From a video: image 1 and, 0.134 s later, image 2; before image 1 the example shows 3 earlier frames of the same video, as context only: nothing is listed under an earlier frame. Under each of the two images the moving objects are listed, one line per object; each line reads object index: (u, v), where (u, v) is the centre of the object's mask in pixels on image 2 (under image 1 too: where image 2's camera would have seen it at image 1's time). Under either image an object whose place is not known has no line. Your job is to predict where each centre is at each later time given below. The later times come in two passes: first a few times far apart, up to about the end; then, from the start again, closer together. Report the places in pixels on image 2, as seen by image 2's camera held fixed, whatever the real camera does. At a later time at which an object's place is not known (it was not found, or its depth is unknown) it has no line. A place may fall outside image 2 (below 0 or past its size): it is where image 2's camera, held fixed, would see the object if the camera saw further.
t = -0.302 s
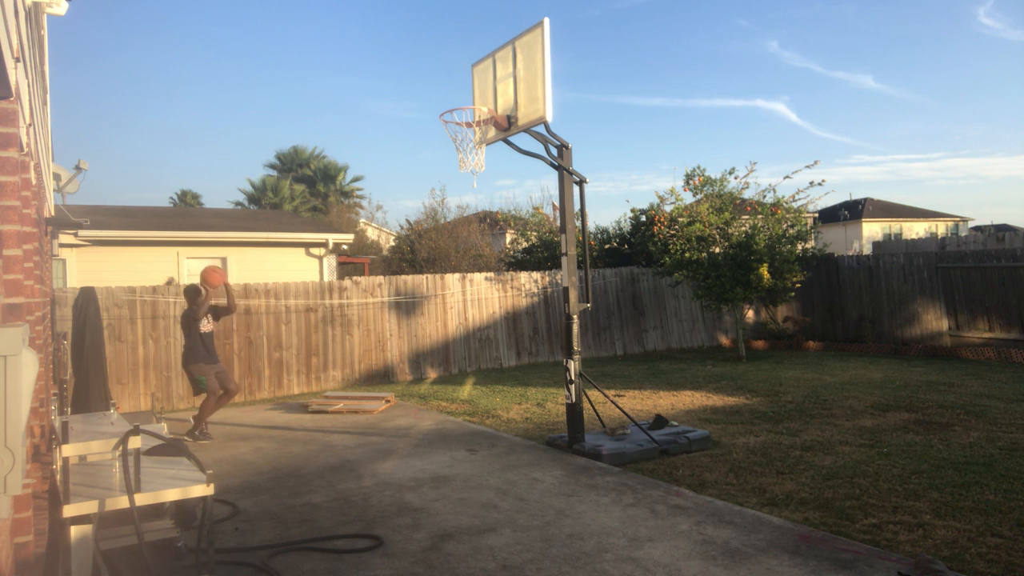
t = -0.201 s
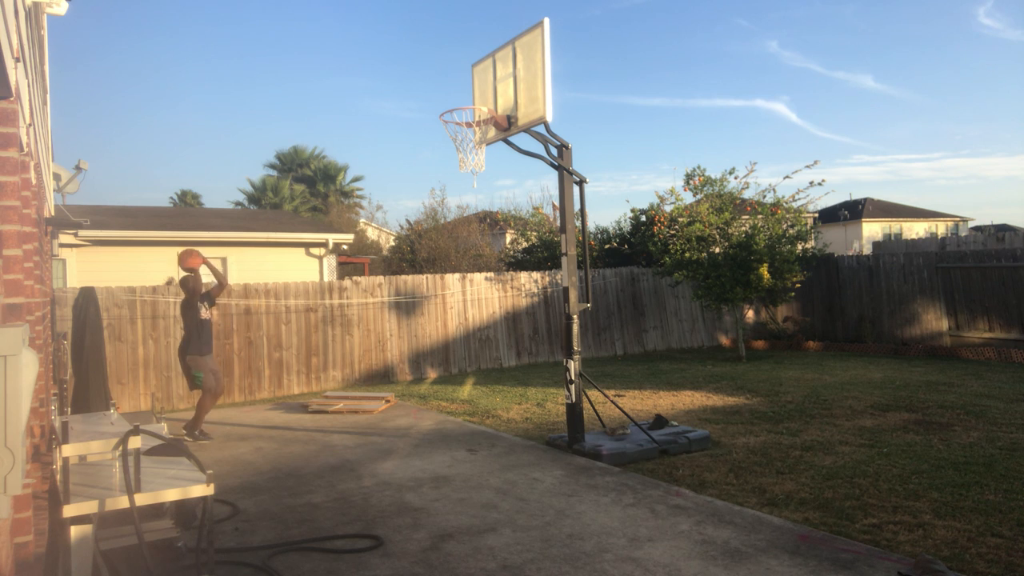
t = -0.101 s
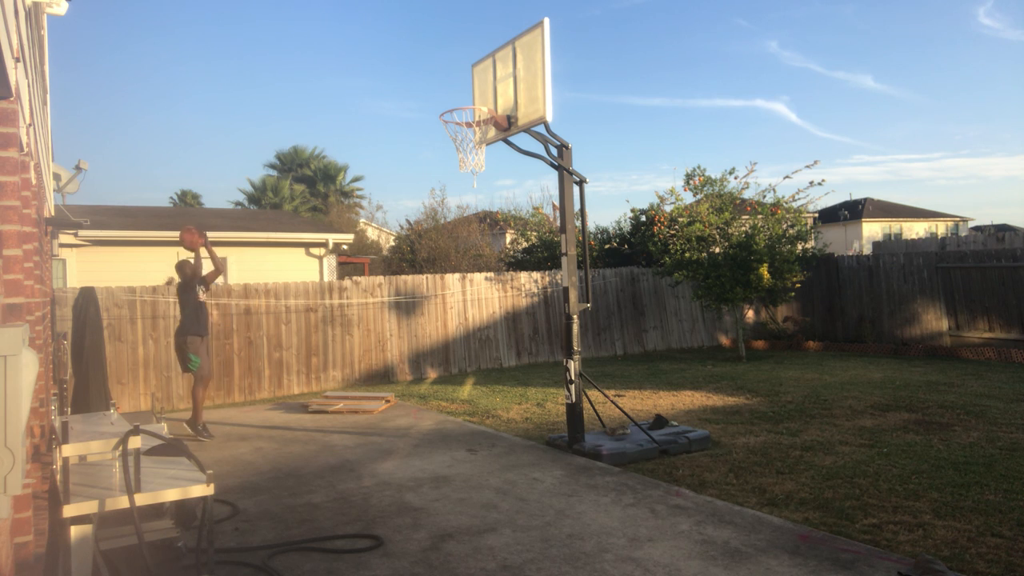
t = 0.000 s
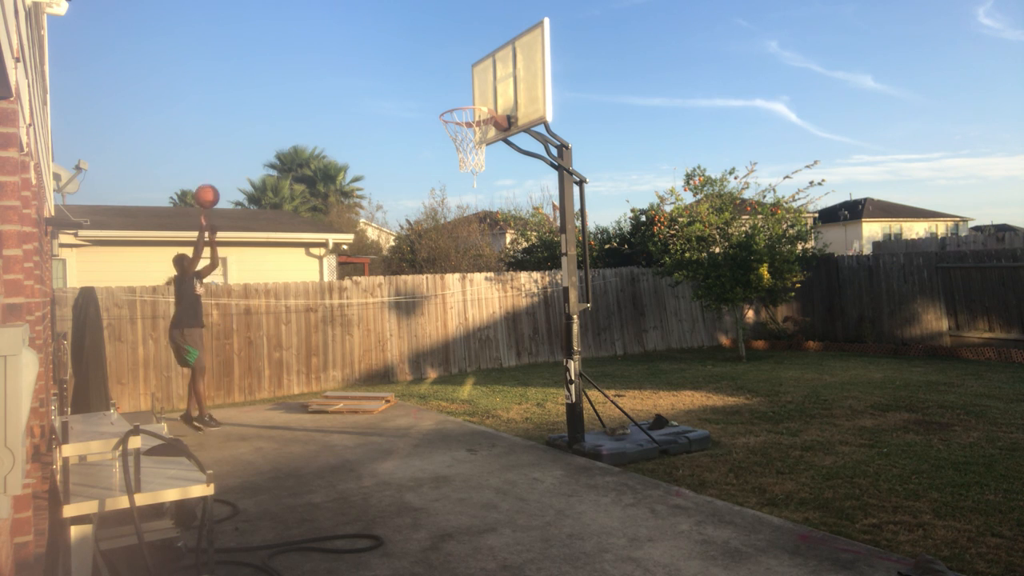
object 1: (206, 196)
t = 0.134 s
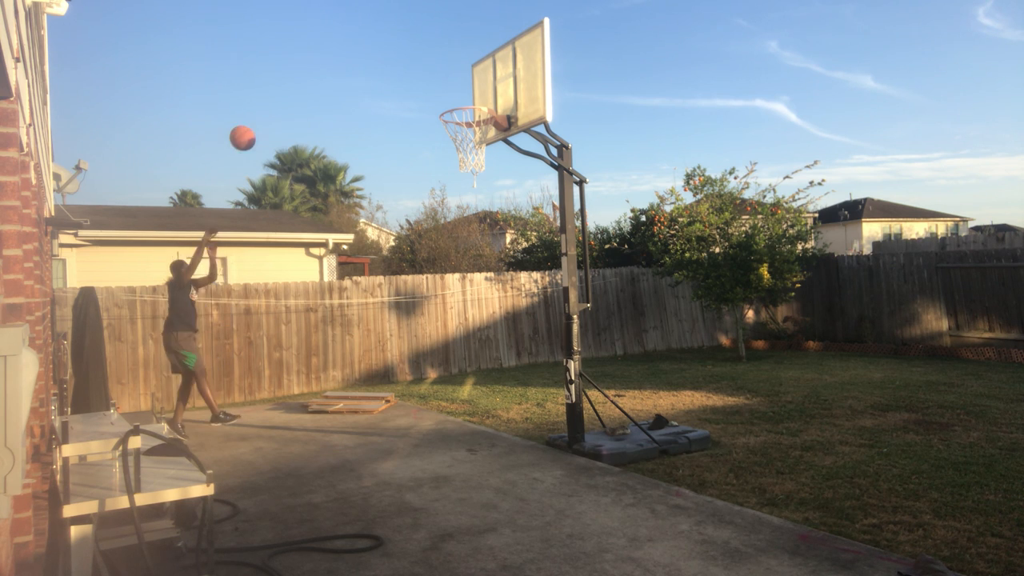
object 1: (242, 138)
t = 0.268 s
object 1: (280, 96)
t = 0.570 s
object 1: (374, 66)
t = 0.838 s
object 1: (467, 119)
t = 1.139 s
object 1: (508, 162)
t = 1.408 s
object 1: (530, 267)
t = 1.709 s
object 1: (556, 450)
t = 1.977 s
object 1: (531, 298)
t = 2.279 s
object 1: (507, 240)
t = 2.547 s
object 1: (489, 279)
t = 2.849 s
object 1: (472, 417)
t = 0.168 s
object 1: (251, 126)
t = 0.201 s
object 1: (261, 115)
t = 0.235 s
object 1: (270, 105)
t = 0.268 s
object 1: (280, 96)
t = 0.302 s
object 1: (290, 88)
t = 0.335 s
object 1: (300, 82)
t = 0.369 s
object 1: (310, 76)
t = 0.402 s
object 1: (320, 71)
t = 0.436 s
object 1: (331, 68)
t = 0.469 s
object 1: (341, 66)
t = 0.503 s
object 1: (352, 65)
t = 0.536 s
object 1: (363, 65)
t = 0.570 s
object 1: (374, 66)
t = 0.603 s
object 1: (385, 69)
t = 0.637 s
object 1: (397, 73)
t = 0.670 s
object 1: (408, 78)
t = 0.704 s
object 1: (420, 84)
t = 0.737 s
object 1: (432, 92)
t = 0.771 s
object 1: (444, 101)
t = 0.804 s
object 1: (455, 110)
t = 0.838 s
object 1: (467, 119)
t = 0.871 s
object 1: (480, 128)
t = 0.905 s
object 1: (489, 134)
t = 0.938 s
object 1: (493, 134)
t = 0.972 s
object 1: (495, 140)
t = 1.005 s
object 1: (499, 142)
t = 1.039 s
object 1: (500, 144)
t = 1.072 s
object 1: (503, 149)
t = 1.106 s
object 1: (505, 154)
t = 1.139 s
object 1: (508, 162)
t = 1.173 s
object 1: (511, 170)
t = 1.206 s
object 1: (513, 180)
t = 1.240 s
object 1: (516, 192)
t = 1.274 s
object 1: (519, 204)
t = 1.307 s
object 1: (522, 218)
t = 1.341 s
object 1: (525, 232)
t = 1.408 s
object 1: (530, 267)
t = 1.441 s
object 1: (534, 286)
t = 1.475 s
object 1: (537, 306)
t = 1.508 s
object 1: (540, 327)
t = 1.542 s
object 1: (543, 349)
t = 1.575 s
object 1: (547, 373)
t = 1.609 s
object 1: (549, 398)
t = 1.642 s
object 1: (553, 425)
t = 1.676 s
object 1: (557, 453)
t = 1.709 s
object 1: (556, 450)
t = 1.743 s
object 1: (552, 426)
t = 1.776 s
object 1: (550, 402)
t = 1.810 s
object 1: (547, 381)
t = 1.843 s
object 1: (544, 362)
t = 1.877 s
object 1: (540, 343)
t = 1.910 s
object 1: (537, 326)
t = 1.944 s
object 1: (534, 312)
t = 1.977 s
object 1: (531, 298)
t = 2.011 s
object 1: (528, 286)
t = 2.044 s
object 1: (526, 275)
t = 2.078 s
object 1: (523, 266)
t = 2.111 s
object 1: (520, 258)
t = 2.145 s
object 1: (517, 252)
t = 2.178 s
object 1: (514, 247)
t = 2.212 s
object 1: (513, 243)
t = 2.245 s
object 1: (509, 241)
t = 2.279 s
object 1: (507, 240)
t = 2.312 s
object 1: (505, 240)
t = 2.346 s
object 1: (503, 242)
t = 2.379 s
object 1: (500, 245)
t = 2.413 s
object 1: (498, 249)
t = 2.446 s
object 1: (496, 255)
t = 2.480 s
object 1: (494, 262)
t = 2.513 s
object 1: (491, 270)
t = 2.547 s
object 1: (489, 279)
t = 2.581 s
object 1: (487, 290)
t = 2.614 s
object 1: (485, 302)
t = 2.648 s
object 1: (483, 315)
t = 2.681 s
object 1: (482, 329)
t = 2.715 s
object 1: (480, 344)
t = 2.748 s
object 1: (478, 361)
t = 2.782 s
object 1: (476, 378)
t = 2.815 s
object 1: (474, 397)
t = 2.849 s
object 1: (472, 417)
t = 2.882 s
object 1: (471, 438)
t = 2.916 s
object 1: (469, 459)
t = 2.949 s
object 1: (467, 440)
